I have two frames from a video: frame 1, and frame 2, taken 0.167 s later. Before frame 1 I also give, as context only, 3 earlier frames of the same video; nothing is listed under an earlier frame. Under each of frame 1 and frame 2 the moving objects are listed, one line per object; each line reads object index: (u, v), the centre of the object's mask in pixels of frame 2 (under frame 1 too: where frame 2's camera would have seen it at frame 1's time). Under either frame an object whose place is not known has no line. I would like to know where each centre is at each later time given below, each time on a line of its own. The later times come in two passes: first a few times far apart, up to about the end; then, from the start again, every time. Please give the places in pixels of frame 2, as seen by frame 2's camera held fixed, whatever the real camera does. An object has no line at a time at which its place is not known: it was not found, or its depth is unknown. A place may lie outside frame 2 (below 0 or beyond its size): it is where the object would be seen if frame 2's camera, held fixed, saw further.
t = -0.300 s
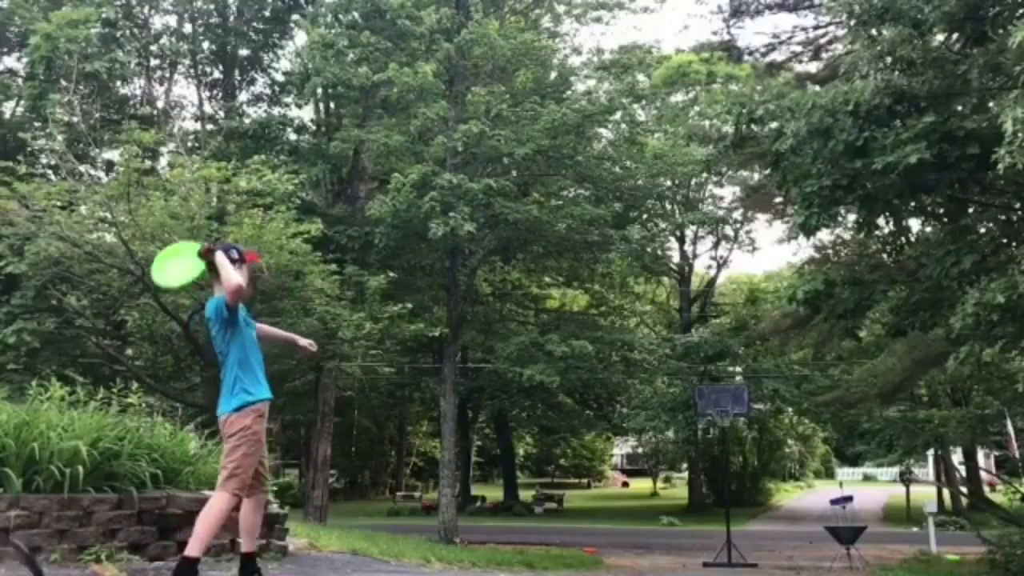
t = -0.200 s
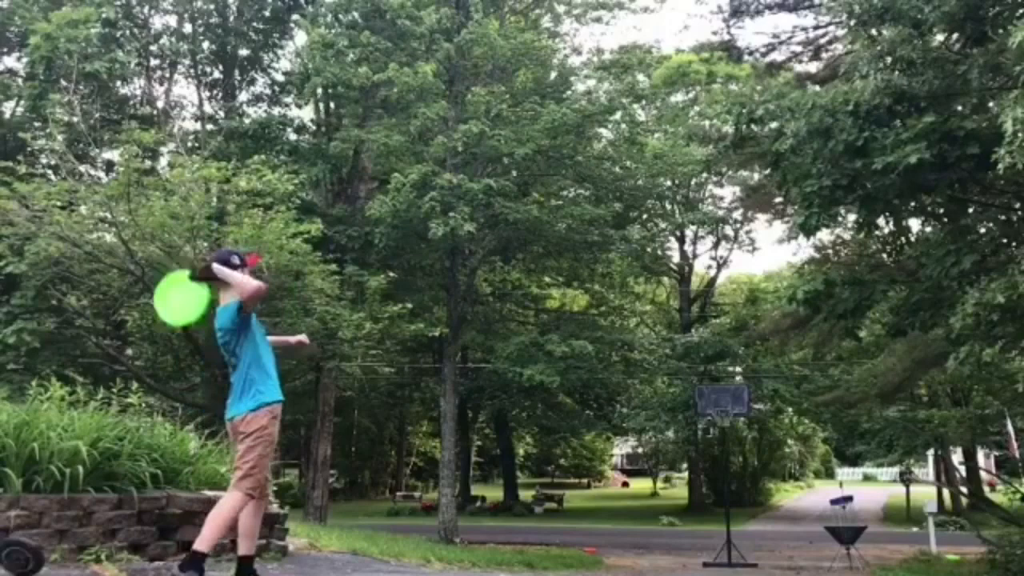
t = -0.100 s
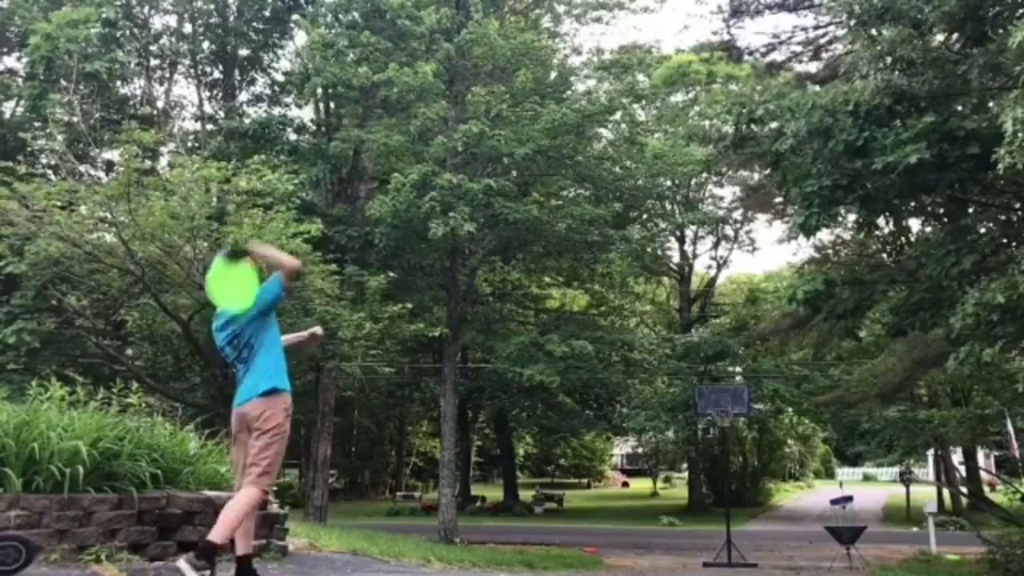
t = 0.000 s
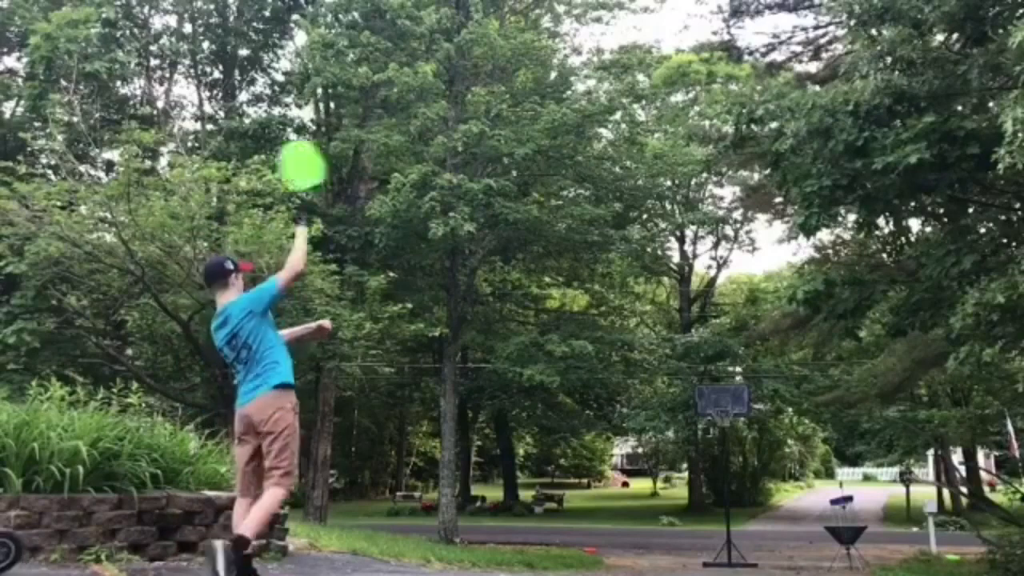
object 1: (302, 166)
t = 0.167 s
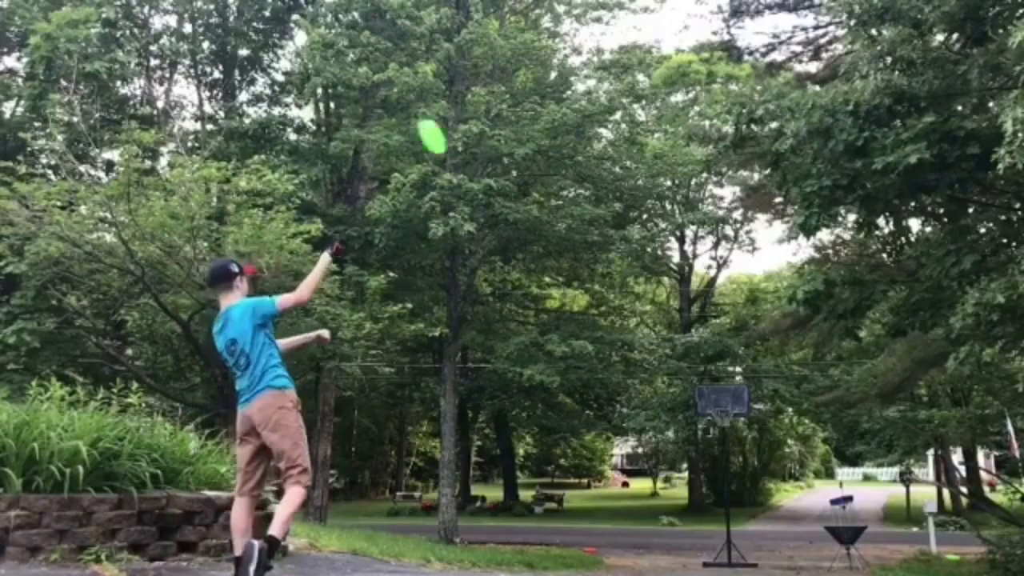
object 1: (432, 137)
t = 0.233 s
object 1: (467, 137)
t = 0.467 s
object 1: (556, 163)
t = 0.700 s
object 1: (621, 210)
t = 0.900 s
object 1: (667, 259)
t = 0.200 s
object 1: (449, 137)
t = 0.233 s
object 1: (467, 137)
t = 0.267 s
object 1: (482, 139)
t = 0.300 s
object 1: (497, 141)
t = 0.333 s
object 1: (510, 145)
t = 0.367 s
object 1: (522, 148)
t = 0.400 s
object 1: (534, 153)
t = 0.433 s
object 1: (546, 158)
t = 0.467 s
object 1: (556, 163)
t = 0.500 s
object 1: (566, 168)
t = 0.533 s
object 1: (576, 175)
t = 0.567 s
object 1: (585, 181)
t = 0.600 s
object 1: (594, 188)
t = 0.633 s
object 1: (604, 195)
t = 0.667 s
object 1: (611, 202)
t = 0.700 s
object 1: (621, 210)
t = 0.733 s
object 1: (629, 218)
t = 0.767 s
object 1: (637, 226)
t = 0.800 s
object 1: (644, 234)
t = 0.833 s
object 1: (652, 243)
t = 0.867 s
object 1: (659, 251)
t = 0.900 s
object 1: (667, 259)
